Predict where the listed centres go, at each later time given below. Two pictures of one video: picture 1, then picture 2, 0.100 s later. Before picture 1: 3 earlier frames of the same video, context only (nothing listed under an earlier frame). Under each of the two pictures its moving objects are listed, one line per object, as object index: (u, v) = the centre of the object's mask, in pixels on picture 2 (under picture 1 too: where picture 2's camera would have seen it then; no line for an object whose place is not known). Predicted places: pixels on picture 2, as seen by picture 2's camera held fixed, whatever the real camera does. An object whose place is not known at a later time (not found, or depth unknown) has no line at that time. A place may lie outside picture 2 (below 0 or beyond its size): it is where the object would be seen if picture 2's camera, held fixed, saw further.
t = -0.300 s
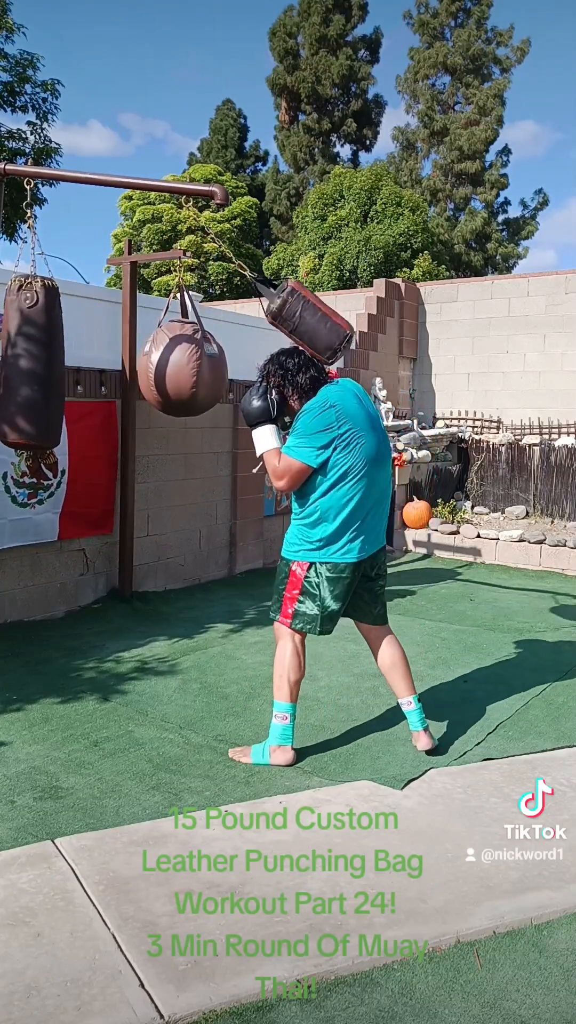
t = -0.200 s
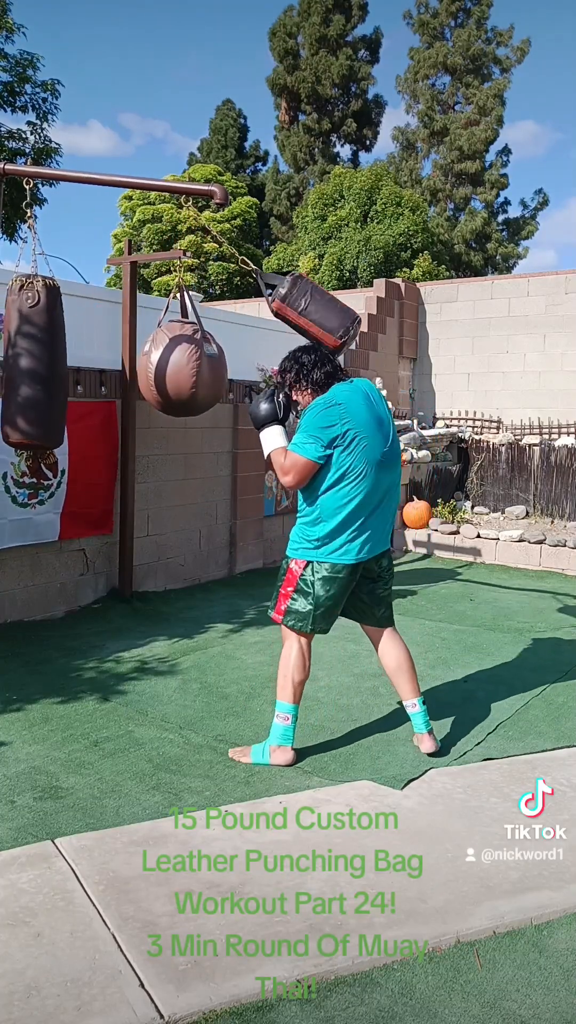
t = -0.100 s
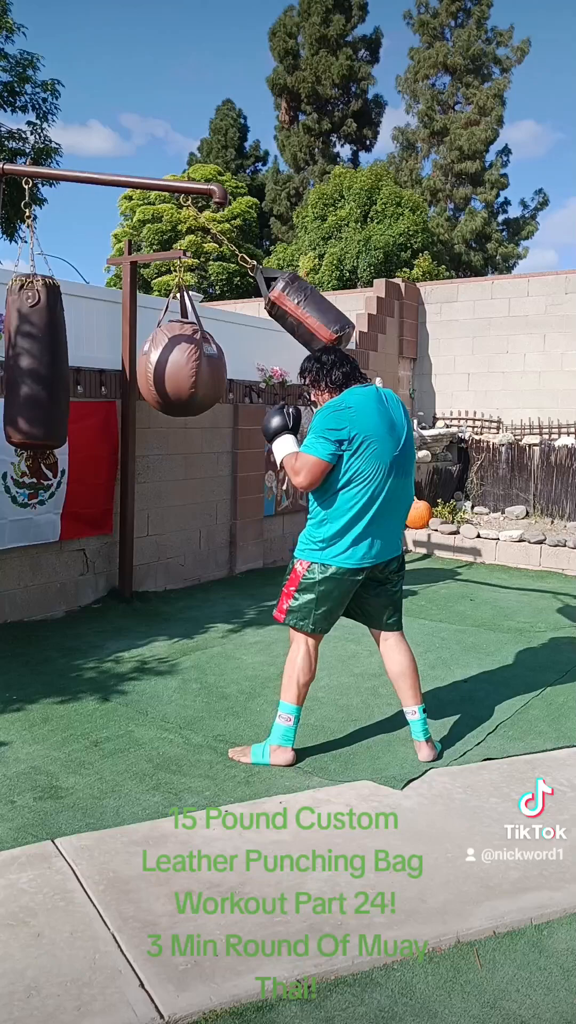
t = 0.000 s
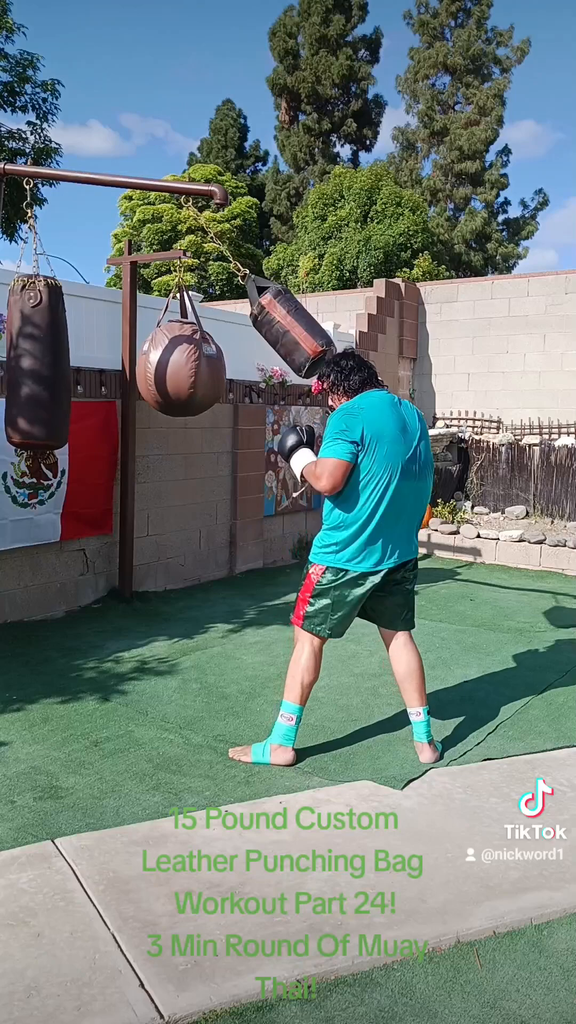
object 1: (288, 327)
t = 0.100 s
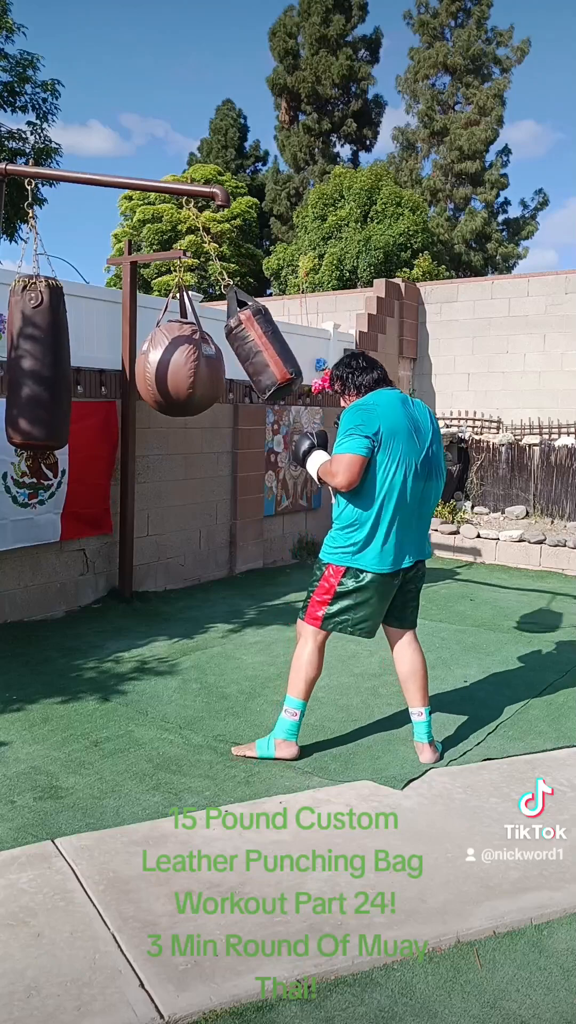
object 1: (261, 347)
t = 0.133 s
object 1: (248, 353)
